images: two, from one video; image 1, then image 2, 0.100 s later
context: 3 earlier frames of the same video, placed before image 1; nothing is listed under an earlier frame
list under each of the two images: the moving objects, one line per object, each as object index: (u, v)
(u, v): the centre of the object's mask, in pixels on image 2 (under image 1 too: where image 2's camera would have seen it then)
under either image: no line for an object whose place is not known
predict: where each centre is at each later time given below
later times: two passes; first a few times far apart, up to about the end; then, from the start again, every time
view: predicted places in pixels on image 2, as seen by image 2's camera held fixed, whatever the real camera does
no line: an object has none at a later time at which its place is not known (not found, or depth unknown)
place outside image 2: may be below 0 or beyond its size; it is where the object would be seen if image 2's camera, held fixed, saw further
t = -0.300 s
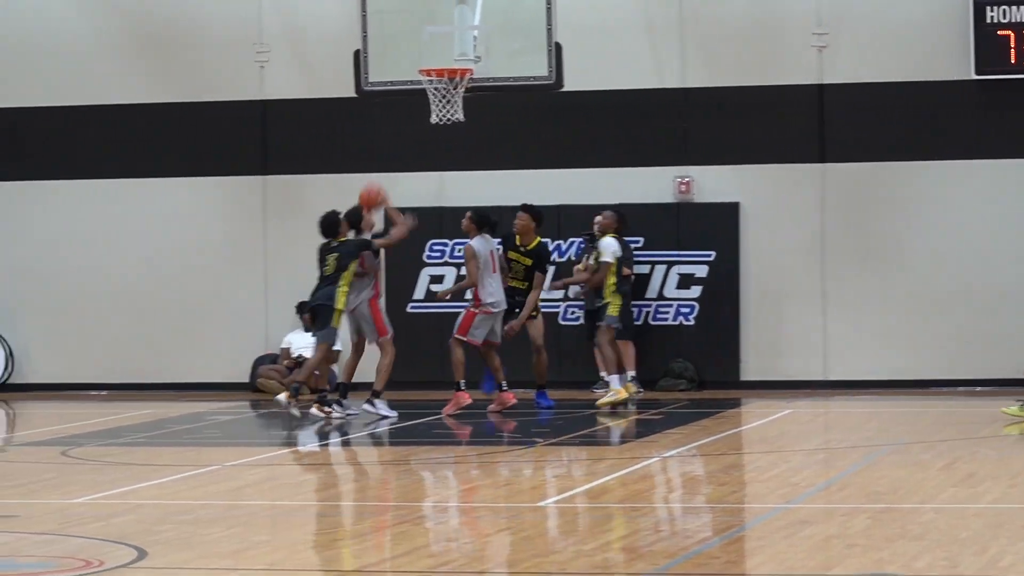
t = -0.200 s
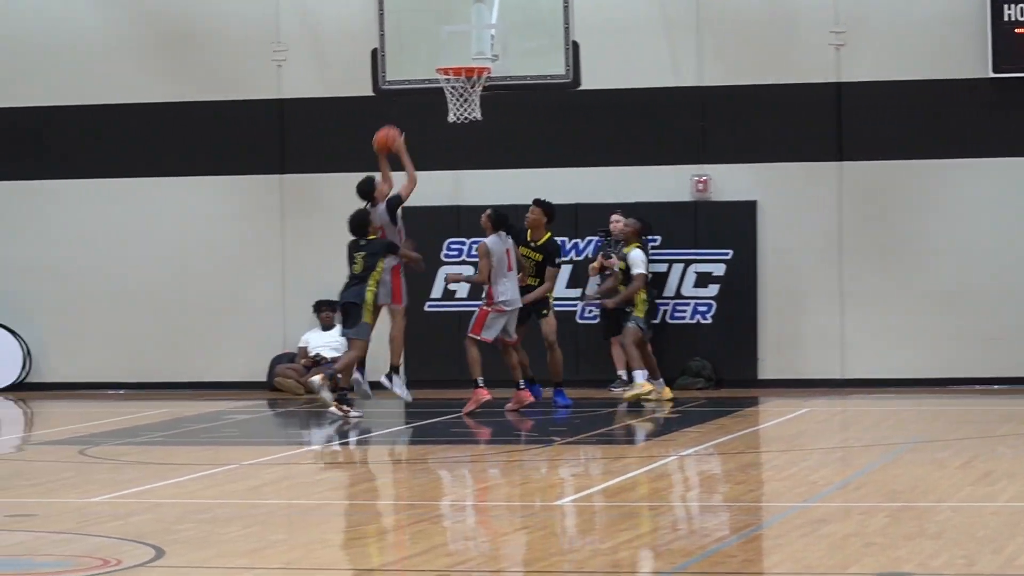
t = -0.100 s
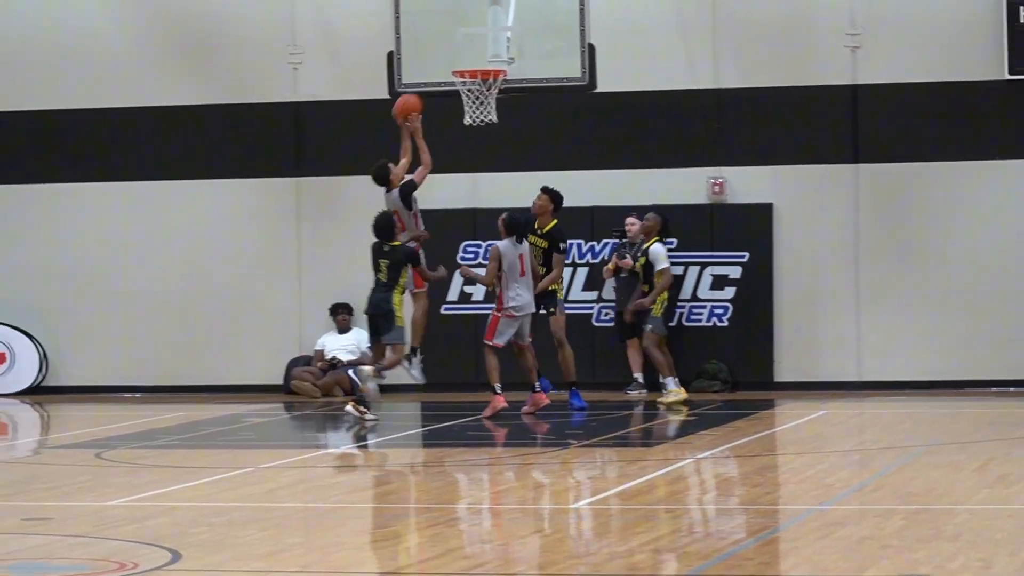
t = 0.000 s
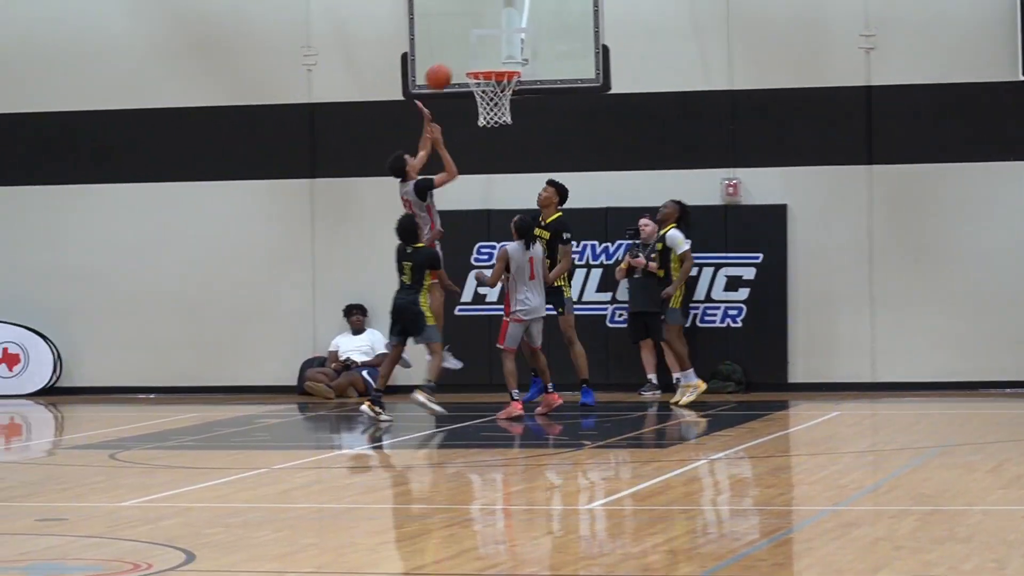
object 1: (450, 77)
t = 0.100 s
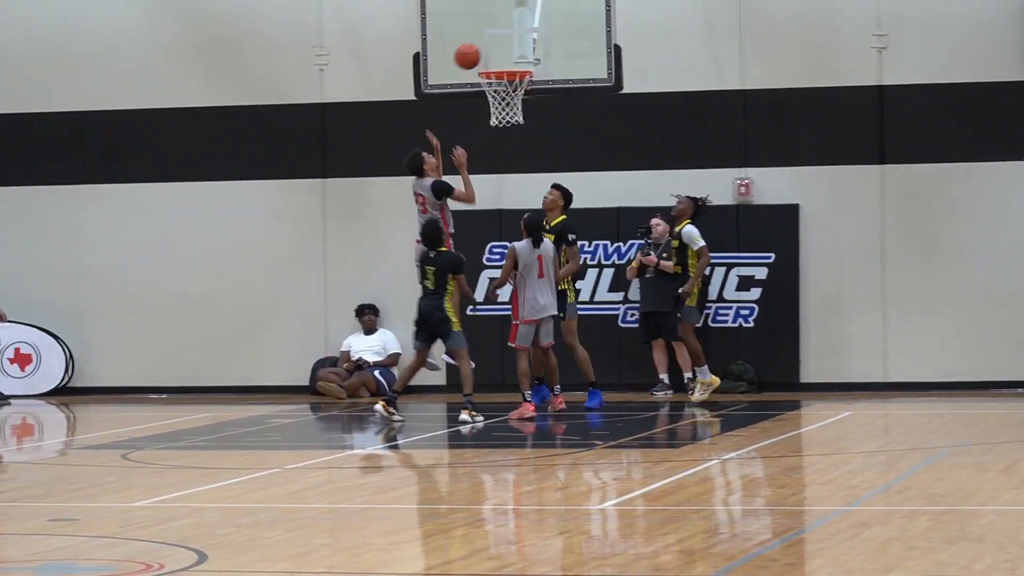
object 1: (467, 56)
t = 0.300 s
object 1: (481, 56)
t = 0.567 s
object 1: (490, 60)
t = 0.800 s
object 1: (514, 92)
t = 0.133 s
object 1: (472, 52)
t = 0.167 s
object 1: (474, 51)
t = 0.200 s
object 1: (475, 50)
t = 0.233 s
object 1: (477, 51)
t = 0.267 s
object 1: (479, 53)
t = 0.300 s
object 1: (481, 56)
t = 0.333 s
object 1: (483, 59)
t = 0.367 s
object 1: (484, 56)
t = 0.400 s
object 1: (485, 54)
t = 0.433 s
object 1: (486, 53)
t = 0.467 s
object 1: (487, 53)
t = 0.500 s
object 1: (488, 55)
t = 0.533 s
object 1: (489, 58)
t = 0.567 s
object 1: (490, 60)
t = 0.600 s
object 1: (492, 61)
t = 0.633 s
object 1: (496, 62)
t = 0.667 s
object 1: (500, 63)
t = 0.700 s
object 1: (503, 65)
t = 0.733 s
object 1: (507, 78)
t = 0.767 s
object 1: (510, 84)
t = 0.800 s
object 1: (514, 92)
